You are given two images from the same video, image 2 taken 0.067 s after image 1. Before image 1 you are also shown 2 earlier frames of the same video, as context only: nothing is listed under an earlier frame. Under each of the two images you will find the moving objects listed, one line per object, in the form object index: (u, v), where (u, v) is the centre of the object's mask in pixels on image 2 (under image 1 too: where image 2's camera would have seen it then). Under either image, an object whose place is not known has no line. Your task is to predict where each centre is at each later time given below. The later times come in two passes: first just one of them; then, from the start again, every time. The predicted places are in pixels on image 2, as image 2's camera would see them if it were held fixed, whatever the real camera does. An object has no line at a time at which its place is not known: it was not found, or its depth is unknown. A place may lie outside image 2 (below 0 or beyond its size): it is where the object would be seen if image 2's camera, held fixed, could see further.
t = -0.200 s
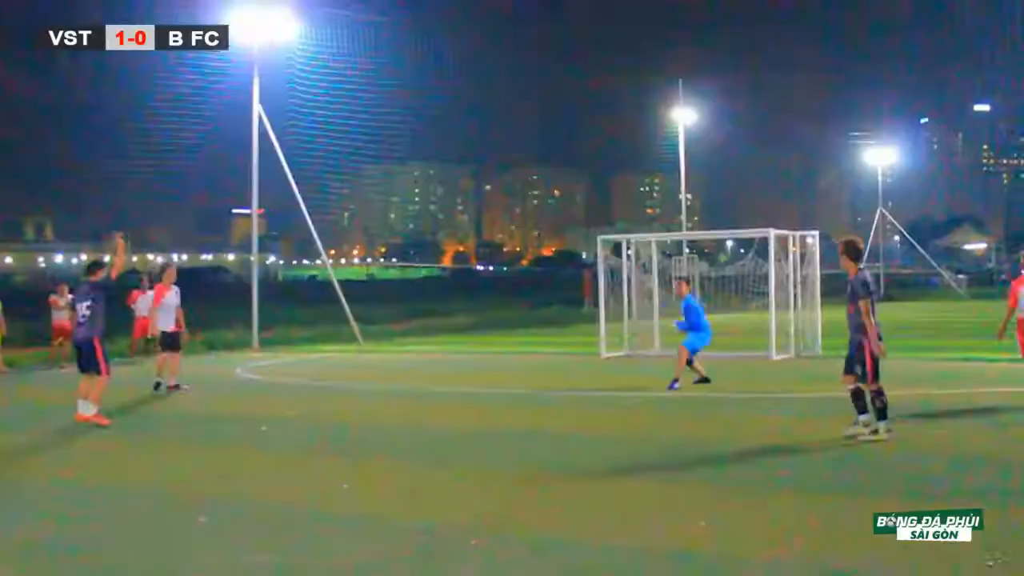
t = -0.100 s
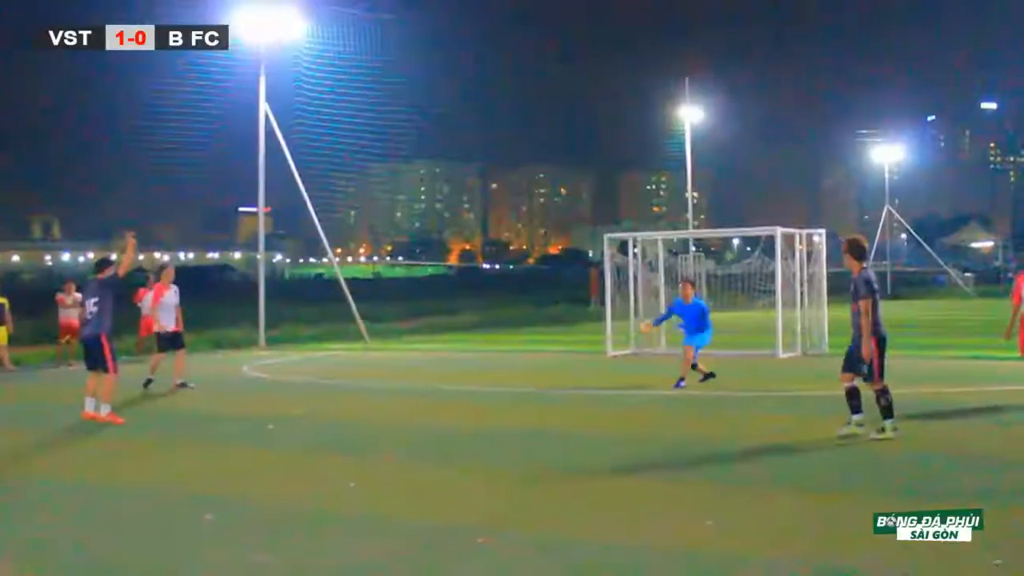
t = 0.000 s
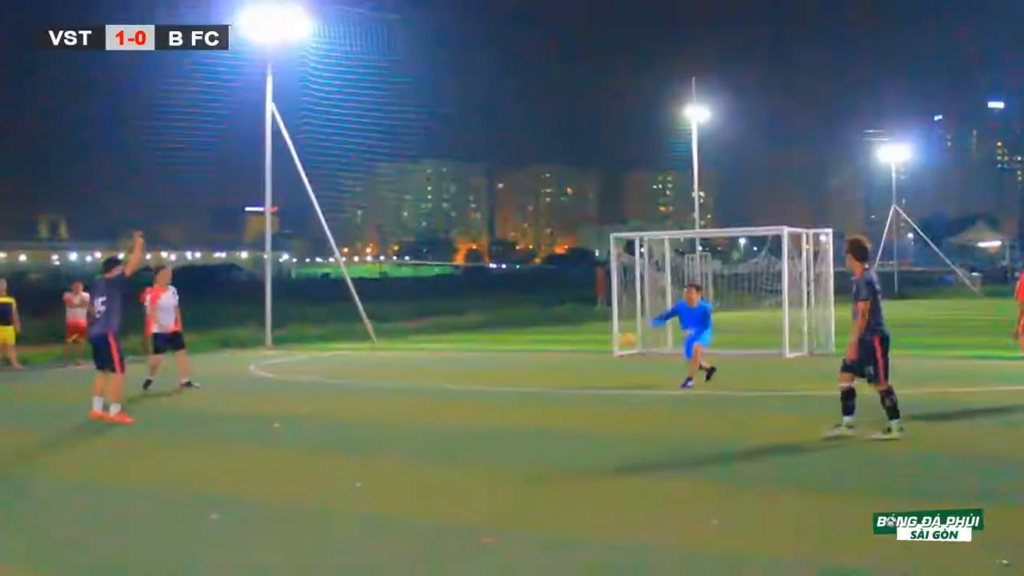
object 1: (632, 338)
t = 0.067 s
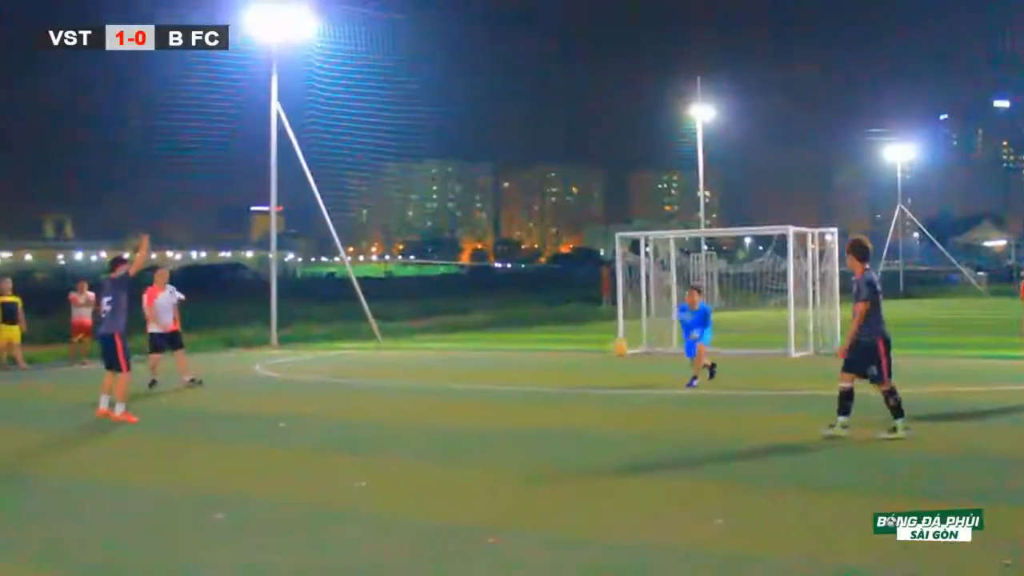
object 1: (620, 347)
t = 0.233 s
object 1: (579, 399)
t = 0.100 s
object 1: (611, 352)
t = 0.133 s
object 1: (605, 364)
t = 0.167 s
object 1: (596, 373)
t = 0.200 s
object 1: (589, 385)
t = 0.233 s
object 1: (579, 399)
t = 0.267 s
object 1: (571, 413)
